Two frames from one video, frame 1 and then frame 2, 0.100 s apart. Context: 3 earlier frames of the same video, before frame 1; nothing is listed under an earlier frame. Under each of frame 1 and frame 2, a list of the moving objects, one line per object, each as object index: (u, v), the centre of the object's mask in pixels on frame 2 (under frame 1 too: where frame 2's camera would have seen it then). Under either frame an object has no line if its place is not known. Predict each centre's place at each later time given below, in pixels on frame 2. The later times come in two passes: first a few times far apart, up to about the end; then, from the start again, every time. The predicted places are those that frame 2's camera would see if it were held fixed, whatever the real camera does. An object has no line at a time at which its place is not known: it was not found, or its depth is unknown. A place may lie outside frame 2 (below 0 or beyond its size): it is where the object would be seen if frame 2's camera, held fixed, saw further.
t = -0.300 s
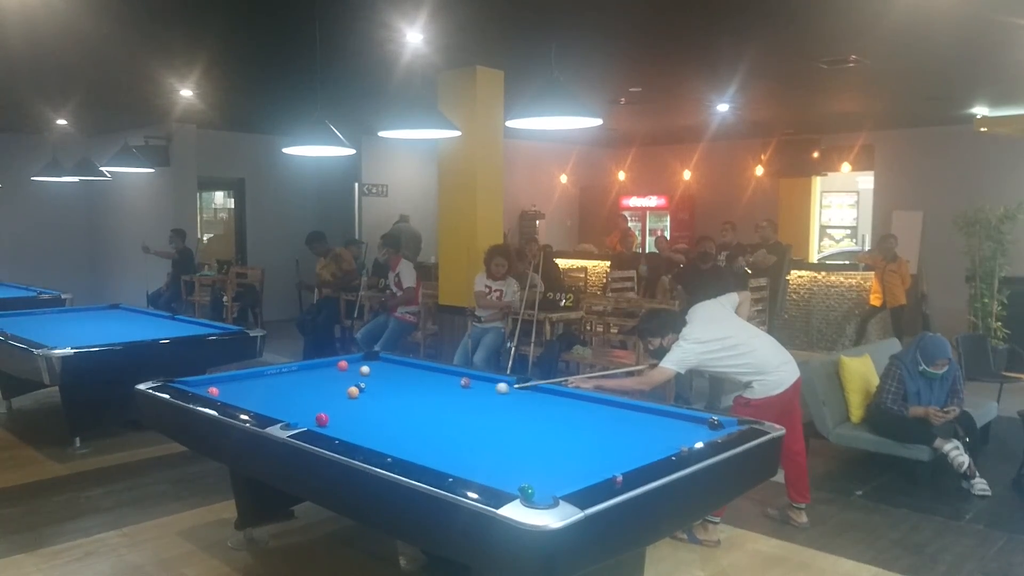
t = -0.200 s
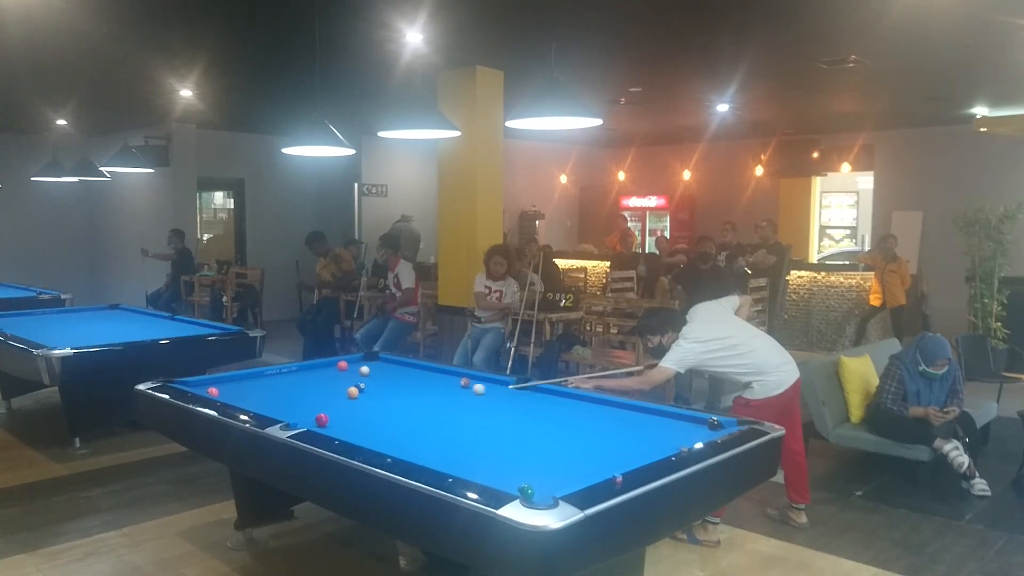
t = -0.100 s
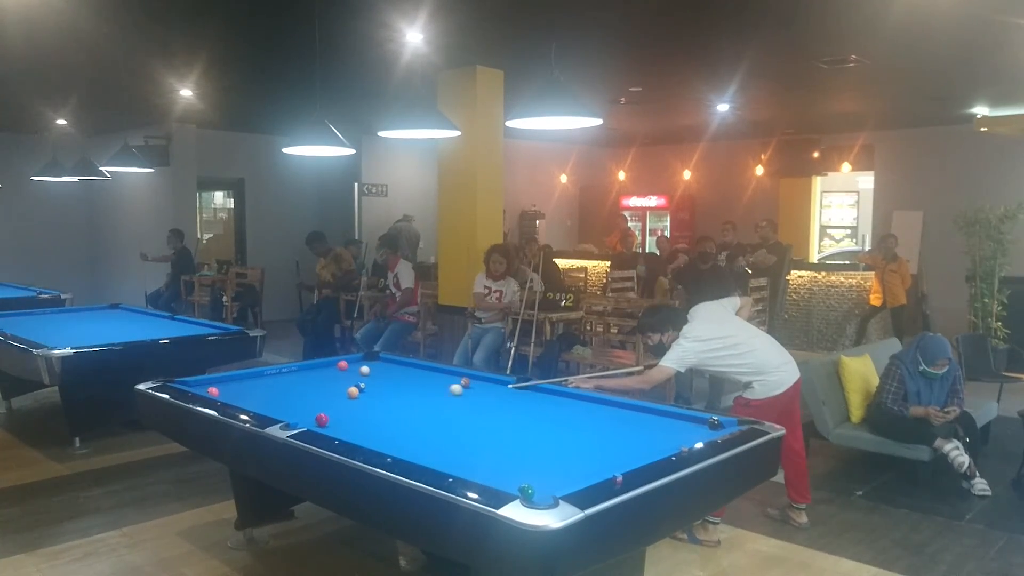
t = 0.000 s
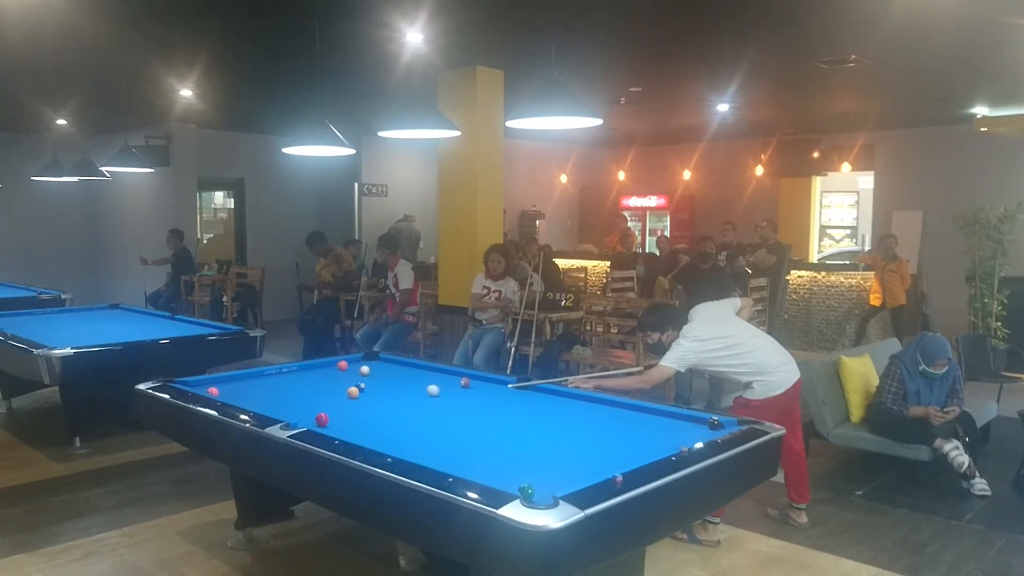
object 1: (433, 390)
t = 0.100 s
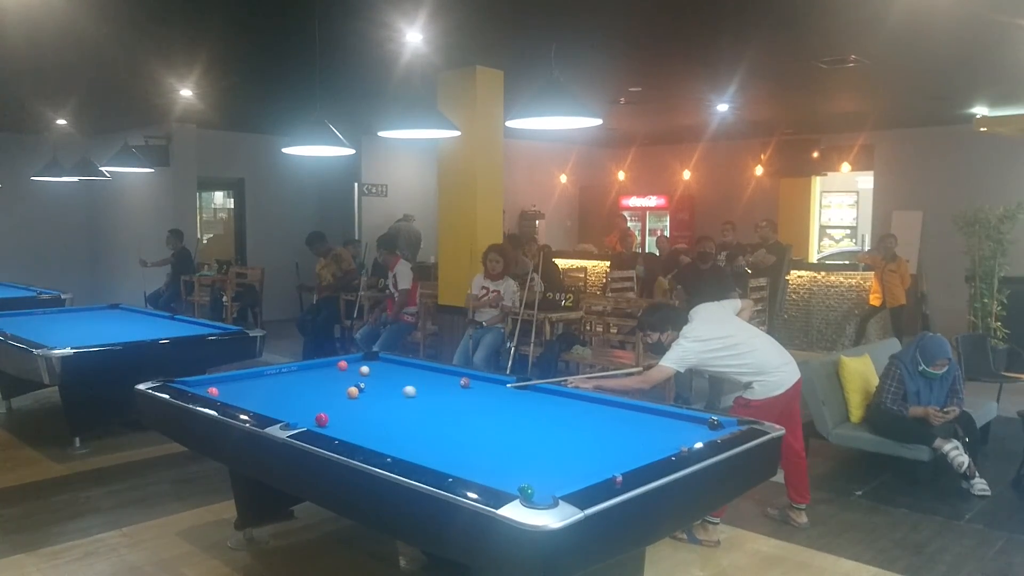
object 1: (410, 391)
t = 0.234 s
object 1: (379, 392)
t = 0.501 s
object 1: (350, 396)
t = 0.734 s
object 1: (333, 399)
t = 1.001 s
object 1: (313, 403)
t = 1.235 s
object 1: (295, 407)
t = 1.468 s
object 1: (279, 409)
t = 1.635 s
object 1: (274, 410)
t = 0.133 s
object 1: (402, 391)
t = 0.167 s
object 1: (394, 391)
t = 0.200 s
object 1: (387, 391)
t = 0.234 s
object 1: (379, 392)
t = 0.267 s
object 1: (372, 392)
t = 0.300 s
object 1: (364, 393)
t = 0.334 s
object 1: (363, 393)
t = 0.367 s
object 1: (360, 394)
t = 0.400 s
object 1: (358, 395)
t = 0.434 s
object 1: (355, 395)
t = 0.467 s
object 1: (353, 396)
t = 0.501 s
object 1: (350, 396)
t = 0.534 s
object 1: (348, 397)
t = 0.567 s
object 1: (345, 397)
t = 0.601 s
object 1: (343, 397)
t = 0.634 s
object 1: (340, 398)
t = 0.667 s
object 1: (338, 398)
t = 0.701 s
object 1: (335, 399)
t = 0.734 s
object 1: (333, 399)
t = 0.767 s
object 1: (330, 400)
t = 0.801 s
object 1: (328, 400)
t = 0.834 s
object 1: (325, 401)
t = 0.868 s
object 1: (323, 402)
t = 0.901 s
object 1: (320, 402)
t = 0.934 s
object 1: (318, 402)
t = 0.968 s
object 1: (316, 403)
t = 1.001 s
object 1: (313, 403)
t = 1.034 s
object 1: (310, 404)
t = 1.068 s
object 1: (308, 404)
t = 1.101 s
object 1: (306, 405)
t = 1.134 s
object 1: (303, 405)
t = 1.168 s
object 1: (301, 406)
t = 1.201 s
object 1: (298, 406)
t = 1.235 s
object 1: (295, 407)
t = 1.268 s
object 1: (293, 407)
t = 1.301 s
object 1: (291, 408)
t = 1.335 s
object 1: (289, 408)
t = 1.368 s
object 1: (286, 409)
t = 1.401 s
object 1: (284, 409)
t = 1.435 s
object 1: (281, 409)
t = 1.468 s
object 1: (279, 409)
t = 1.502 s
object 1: (277, 410)
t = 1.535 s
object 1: (274, 410)
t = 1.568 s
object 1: (272, 410)
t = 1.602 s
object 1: (272, 410)
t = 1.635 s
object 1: (274, 410)
